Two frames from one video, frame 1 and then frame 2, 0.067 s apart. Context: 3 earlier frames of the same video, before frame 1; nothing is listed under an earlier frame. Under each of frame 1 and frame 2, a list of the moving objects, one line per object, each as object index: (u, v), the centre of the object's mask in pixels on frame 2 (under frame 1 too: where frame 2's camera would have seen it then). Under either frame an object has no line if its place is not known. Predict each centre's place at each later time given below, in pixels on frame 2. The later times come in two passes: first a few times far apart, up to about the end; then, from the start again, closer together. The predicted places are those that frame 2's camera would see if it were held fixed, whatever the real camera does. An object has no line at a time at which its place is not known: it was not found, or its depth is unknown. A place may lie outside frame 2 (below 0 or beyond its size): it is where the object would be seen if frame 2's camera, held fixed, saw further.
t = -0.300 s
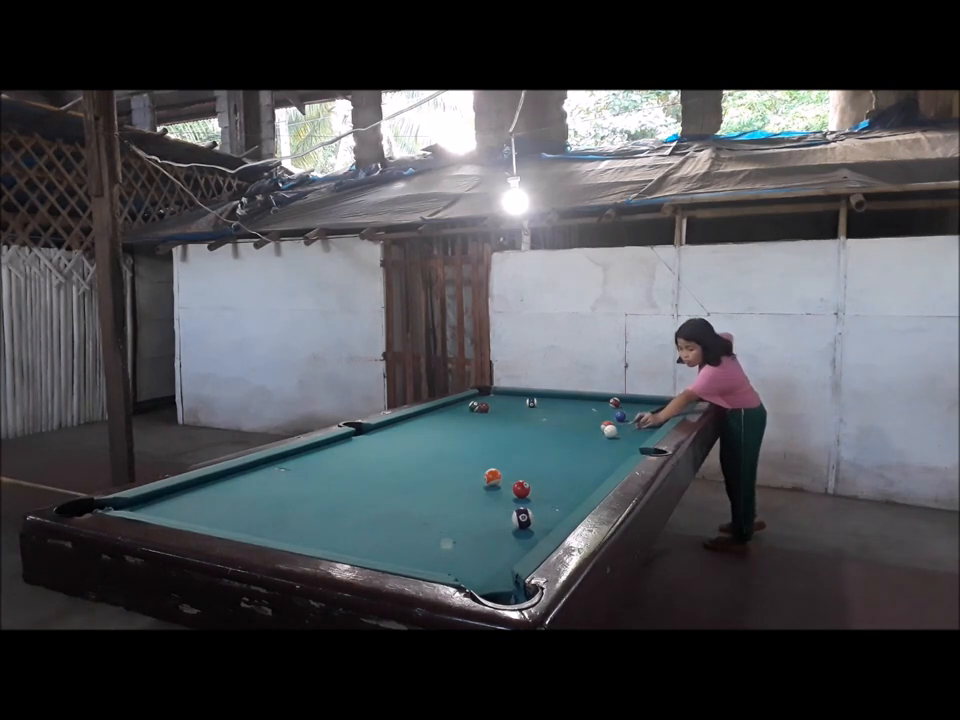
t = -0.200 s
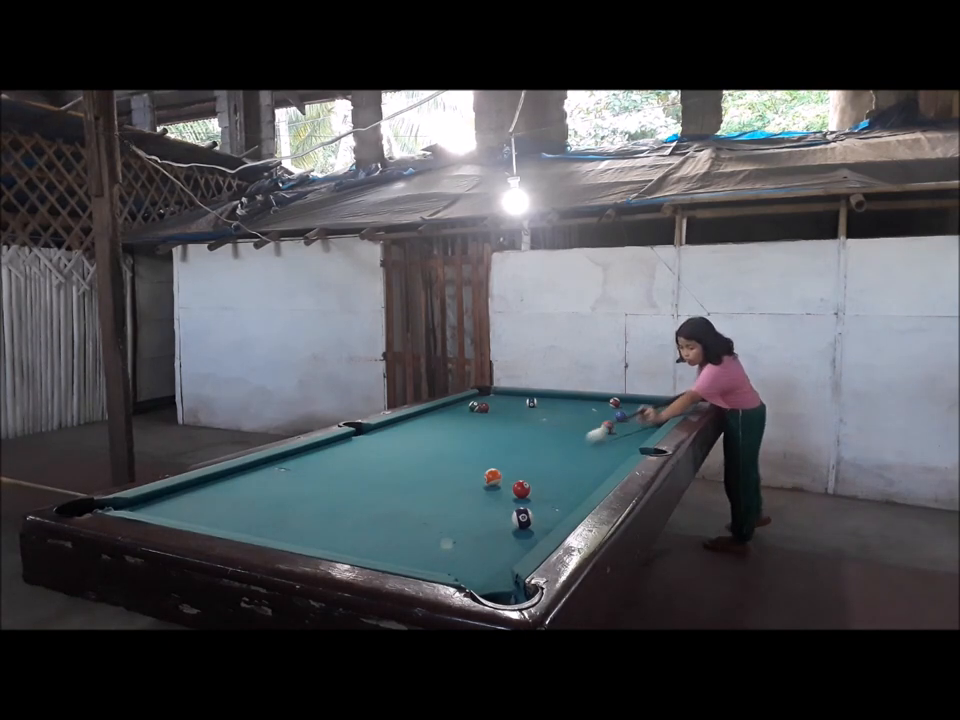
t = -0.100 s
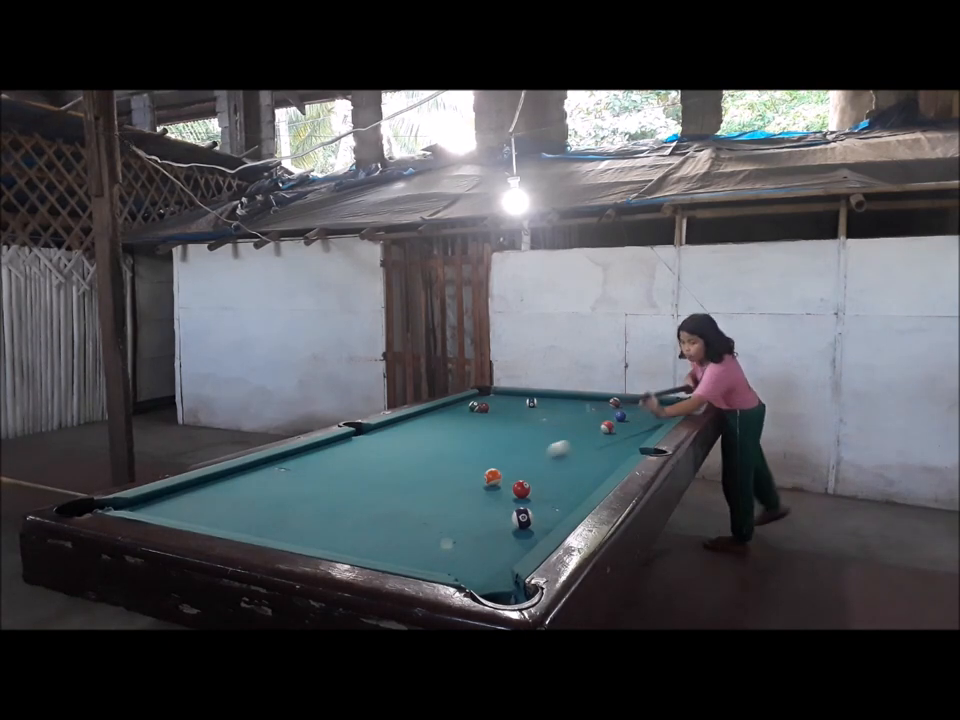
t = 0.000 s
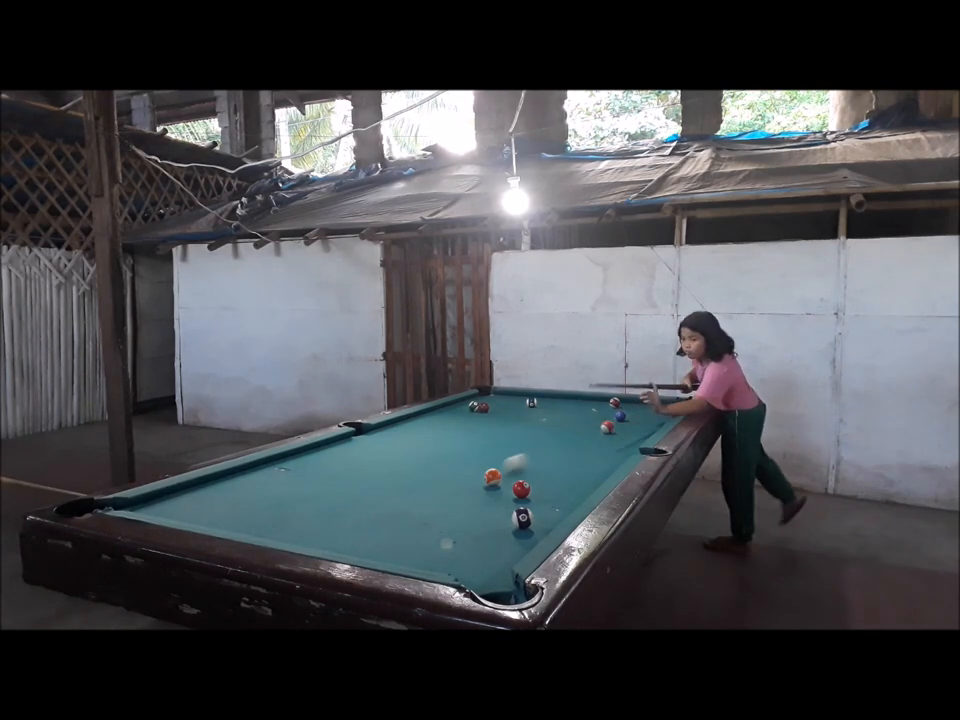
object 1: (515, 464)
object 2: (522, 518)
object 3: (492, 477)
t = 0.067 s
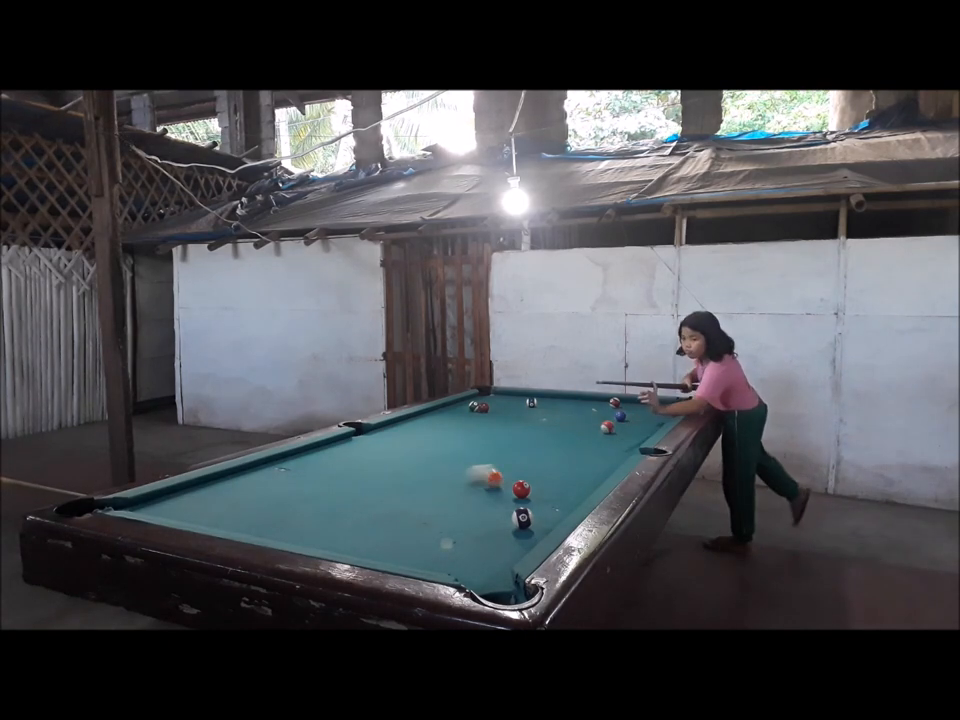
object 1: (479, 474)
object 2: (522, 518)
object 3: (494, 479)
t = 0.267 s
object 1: (356, 487)
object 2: (522, 518)
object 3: (510, 500)
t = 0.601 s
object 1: (163, 502)
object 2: (527, 539)
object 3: (532, 515)
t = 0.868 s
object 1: (230, 481)
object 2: (493, 551)
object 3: (545, 522)
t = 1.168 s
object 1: (319, 468)
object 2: (456, 567)
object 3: (537, 524)
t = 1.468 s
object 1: (394, 457)
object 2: (449, 561)
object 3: (524, 524)
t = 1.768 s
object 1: (460, 448)
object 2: (451, 551)
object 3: (516, 525)
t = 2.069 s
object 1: (517, 439)
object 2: (454, 543)
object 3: (513, 525)
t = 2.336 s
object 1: (561, 433)
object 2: (455, 539)
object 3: (513, 525)
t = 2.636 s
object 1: (596, 427)
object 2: (457, 535)
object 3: (514, 525)
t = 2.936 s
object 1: (601, 426)
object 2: (459, 533)
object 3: (514, 525)
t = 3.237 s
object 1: (604, 425)
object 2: (460, 533)
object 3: (514, 525)
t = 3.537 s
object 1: (604, 425)
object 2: (460, 533)
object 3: (514, 525)
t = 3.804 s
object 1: (603, 425)
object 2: (460, 533)
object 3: (514, 525)
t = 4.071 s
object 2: (461, 533)
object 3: (514, 525)
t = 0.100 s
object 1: (462, 475)
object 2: (522, 518)
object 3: (497, 482)
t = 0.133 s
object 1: (441, 476)
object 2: (522, 518)
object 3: (499, 486)
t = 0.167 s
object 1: (420, 479)
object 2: (522, 518)
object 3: (502, 490)
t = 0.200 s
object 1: (400, 481)
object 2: (522, 517)
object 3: (505, 493)
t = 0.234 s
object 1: (377, 485)
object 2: (522, 518)
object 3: (508, 497)
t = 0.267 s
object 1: (356, 487)
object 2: (522, 518)
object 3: (510, 500)
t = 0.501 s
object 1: (183, 509)
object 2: (529, 532)
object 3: (527, 513)
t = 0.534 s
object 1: (159, 509)
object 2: (530, 535)
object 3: (529, 514)
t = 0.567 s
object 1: (159, 506)
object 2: (531, 536)
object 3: (530, 515)
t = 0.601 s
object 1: (163, 502)
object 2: (527, 539)
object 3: (532, 515)
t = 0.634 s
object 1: (166, 498)
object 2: (524, 541)
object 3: (533, 516)
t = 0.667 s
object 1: (168, 494)
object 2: (519, 544)
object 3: (535, 517)
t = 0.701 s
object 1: (171, 490)
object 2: (515, 545)
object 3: (537, 518)
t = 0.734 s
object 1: (182, 487)
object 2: (510, 547)
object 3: (539, 519)
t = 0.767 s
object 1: (195, 486)
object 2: (505, 549)
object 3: (541, 520)
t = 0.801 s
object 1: (208, 484)
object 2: (502, 550)
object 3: (542, 520)
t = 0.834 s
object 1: (219, 483)
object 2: (498, 551)
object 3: (544, 521)
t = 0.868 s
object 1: (230, 481)
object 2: (493, 551)
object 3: (545, 522)
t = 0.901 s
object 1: (241, 479)
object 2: (489, 554)
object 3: (546, 522)
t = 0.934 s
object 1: (251, 478)
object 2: (485, 556)
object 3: (547, 522)
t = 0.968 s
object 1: (261, 477)
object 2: (480, 558)
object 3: (546, 523)
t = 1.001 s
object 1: (271, 475)
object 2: (476, 559)
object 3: (544, 523)
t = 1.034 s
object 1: (282, 473)
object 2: (472, 561)
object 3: (543, 523)
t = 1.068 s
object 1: (291, 471)
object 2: (468, 562)
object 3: (541, 523)
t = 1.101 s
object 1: (300, 470)
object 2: (463, 564)
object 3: (540, 524)
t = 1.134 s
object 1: (310, 469)
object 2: (460, 565)
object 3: (538, 524)
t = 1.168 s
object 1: (319, 468)
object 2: (456, 567)
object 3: (537, 524)
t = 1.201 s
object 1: (329, 467)
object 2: (452, 567)
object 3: (535, 524)
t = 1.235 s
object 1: (337, 466)
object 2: (449, 567)
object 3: (534, 524)
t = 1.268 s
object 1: (346, 464)
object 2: (448, 566)
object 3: (532, 524)
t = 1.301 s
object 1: (355, 463)
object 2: (448, 566)
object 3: (530, 524)
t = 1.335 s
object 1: (363, 462)
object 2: (448, 565)
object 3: (529, 524)
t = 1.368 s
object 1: (371, 460)
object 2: (449, 564)
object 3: (528, 524)
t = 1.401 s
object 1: (379, 459)
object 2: (449, 563)
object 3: (527, 524)
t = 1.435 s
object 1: (387, 458)
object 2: (449, 562)
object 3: (525, 524)
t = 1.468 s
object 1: (394, 457)
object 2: (449, 561)
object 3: (524, 524)
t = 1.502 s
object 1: (402, 456)
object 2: (449, 560)
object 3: (523, 524)
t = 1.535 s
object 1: (410, 455)
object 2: (450, 558)
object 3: (522, 524)
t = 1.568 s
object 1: (418, 454)
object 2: (450, 556)
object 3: (521, 524)
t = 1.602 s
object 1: (425, 453)
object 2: (450, 555)
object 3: (520, 524)
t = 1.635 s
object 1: (432, 452)
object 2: (450, 555)
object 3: (519, 525)
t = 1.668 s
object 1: (439, 451)
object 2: (450, 554)
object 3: (518, 525)
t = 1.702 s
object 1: (446, 450)
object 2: (450, 553)
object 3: (517, 525)
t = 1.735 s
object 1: (453, 449)
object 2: (451, 552)
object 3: (517, 525)
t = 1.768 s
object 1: (460, 448)
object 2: (451, 551)
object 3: (516, 525)
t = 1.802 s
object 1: (466, 447)
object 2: (452, 550)
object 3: (516, 525)
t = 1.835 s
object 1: (473, 446)
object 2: (452, 549)
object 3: (515, 525)
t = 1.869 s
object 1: (479, 445)
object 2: (452, 548)
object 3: (515, 525)
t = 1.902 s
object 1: (486, 444)
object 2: (453, 548)
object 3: (514, 525)
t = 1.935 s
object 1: (493, 443)
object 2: (453, 547)
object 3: (514, 525)
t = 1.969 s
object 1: (498, 442)
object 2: (453, 546)
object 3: (514, 525)
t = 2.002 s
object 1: (505, 441)
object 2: (454, 545)
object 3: (513, 525)
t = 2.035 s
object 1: (511, 440)
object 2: (454, 544)
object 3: (513, 525)
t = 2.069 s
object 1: (517, 439)
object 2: (454, 543)
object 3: (513, 525)
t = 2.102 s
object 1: (523, 438)
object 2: (454, 542)
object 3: (513, 525)
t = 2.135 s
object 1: (528, 438)
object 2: (454, 542)
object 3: (513, 525)
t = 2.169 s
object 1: (534, 437)
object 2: (454, 541)
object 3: (513, 525)
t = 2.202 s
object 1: (539, 436)
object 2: (454, 541)
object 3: (513, 525)
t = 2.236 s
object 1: (545, 435)
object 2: (455, 540)
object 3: (513, 525)
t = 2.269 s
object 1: (550, 435)
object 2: (455, 540)
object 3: (513, 525)
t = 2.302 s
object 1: (556, 434)
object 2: (455, 539)
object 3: (513, 525)
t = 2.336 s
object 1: (561, 433)
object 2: (455, 539)
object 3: (513, 525)
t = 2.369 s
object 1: (566, 432)
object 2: (455, 538)
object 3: (513, 525)
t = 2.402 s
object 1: (571, 432)
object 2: (456, 538)
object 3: (513, 525)
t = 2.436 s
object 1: (576, 430)
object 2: (456, 537)
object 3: (513, 525)
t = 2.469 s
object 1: (581, 430)
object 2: (456, 537)
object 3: (514, 525)
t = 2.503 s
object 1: (586, 429)
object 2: (456, 537)
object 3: (514, 525)
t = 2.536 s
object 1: (591, 429)
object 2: (457, 536)
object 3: (514, 525)
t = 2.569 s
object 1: (595, 428)
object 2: (457, 536)
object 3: (514, 525)
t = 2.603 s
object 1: (596, 428)
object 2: (457, 535)
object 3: (514, 525)
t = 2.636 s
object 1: (596, 427)
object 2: (457, 535)
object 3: (514, 525)
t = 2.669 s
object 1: (596, 428)
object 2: (457, 535)
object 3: (514, 525)
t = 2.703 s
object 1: (597, 427)
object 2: (458, 534)
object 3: (514, 525)
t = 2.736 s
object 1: (597, 427)
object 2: (458, 534)
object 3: (514, 525)
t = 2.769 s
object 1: (598, 427)
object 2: (458, 534)
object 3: (514, 525)
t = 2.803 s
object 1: (599, 427)
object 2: (458, 534)
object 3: (514, 525)
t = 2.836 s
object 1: (599, 427)
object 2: (458, 534)
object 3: (514, 525)
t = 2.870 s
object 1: (600, 427)
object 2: (459, 534)
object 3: (514, 525)
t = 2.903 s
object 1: (600, 426)
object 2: (459, 533)
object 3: (514, 525)
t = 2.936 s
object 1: (601, 426)
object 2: (459, 533)
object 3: (514, 525)
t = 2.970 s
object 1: (601, 426)
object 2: (459, 533)
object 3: (514, 525)
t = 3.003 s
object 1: (601, 426)
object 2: (459, 533)
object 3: (514, 525)
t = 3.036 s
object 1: (602, 426)
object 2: (460, 533)
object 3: (514, 525)
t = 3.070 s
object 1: (602, 426)
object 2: (460, 533)
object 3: (514, 525)
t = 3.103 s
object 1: (603, 426)
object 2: (460, 533)
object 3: (514, 525)
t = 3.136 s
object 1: (603, 426)
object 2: (460, 533)
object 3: (514, 525)
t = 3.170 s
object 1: (603, 426)
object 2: (460, 533)
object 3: (514, 525)
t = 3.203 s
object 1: (604, 425)
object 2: (460, 533)
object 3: (514, 525)
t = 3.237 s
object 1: (604, 425)
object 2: (460, 533)
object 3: (514, 525)
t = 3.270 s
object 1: (604, 425)
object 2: (460, 533)
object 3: (514, 525)
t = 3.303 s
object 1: (604, 425)
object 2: (461, 533)
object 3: (514, 525)
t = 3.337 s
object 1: (604, 425)
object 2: (460, 533)
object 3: (514, 525)
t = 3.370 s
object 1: (604, 425)
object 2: (460, 533)
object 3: (514, 525)
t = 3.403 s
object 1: (604, 425)
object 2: (460, 533)
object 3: (514, 525)
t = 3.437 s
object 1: (604, 425)
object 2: (460, 533)
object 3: (514, 525)
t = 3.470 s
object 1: (604, 425)
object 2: (460, 533)
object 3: (514, 525)
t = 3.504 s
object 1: (604, 425)
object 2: (460, 533)
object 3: (514, 525)
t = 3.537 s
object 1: (604, 425)
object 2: (460, 533)
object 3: (514, 525)
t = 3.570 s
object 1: (604, 425)
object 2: (460, 533)
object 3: (514, 525)
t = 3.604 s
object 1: (604, 425)
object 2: (460, 533)
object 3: (514, 525)
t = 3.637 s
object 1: (604, 425)
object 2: (460, 533)
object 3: (514, 525)
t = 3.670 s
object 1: (604, 425)
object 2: (461, 533)
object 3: (514, 525)
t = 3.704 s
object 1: (604, 425)
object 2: (460, 533)
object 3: (514, 525)
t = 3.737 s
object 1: (604, 425)
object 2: (460, 533)
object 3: (514, 525)
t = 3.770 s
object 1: (603, 425)
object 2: (460, 533)
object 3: (514, 525)
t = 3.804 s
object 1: (603, 425)
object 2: (460, 533)
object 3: (514, 525)
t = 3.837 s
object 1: (603, 425)
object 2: (460, 533)
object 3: (514, 525)
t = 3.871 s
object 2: (461, 533)
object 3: (514, 525)
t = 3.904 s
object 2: (461, 533)
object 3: (514, 525)
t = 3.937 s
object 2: (461, 533)
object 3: (514, 525)
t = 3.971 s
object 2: (461, 533)
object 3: (514, 525)
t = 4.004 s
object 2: (461, 533)
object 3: (514, 525)
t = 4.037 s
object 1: (603, 425)
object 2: (461, 533)
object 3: (514, 525)
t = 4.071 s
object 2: (461, 533)
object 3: (514, 525)
